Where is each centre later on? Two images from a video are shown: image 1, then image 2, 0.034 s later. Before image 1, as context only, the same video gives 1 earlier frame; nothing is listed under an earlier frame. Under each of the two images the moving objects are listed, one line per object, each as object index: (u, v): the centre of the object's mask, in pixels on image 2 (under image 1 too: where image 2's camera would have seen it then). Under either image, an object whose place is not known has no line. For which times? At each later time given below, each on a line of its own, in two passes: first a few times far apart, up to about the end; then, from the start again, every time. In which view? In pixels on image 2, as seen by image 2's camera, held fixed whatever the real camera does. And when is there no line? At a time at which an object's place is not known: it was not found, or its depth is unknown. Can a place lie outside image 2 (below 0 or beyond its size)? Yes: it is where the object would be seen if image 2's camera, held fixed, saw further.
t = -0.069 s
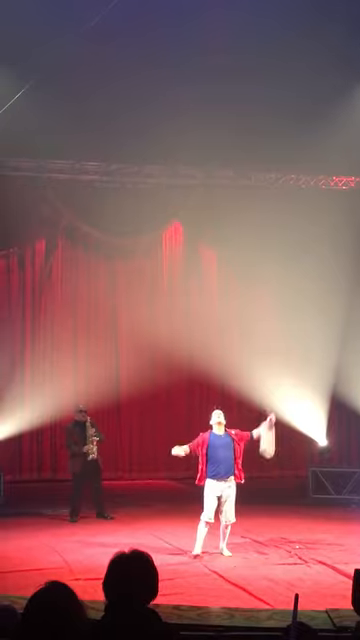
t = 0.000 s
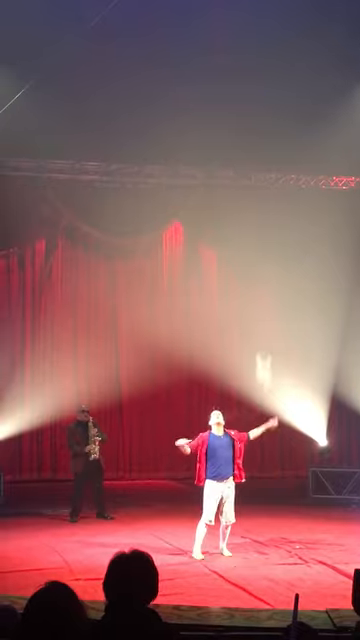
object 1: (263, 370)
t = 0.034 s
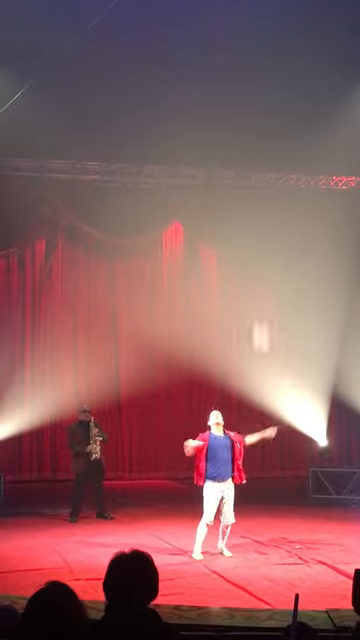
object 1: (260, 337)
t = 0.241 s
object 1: (246, 166)
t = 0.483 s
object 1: (233, 20)
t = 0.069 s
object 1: (259, 305)
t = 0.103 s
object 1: (255, 275)
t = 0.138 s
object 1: (252, 246)
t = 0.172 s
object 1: (251, 218)
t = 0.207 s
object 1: (248, 192)
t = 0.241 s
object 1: (246, 166)
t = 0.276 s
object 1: (244, 142)
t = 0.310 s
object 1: (242, 119)
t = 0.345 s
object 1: (240, 97)
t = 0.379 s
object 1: (238, 76)
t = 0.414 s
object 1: (236, 57)
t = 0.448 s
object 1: (235, 38)
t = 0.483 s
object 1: (233, 20)
